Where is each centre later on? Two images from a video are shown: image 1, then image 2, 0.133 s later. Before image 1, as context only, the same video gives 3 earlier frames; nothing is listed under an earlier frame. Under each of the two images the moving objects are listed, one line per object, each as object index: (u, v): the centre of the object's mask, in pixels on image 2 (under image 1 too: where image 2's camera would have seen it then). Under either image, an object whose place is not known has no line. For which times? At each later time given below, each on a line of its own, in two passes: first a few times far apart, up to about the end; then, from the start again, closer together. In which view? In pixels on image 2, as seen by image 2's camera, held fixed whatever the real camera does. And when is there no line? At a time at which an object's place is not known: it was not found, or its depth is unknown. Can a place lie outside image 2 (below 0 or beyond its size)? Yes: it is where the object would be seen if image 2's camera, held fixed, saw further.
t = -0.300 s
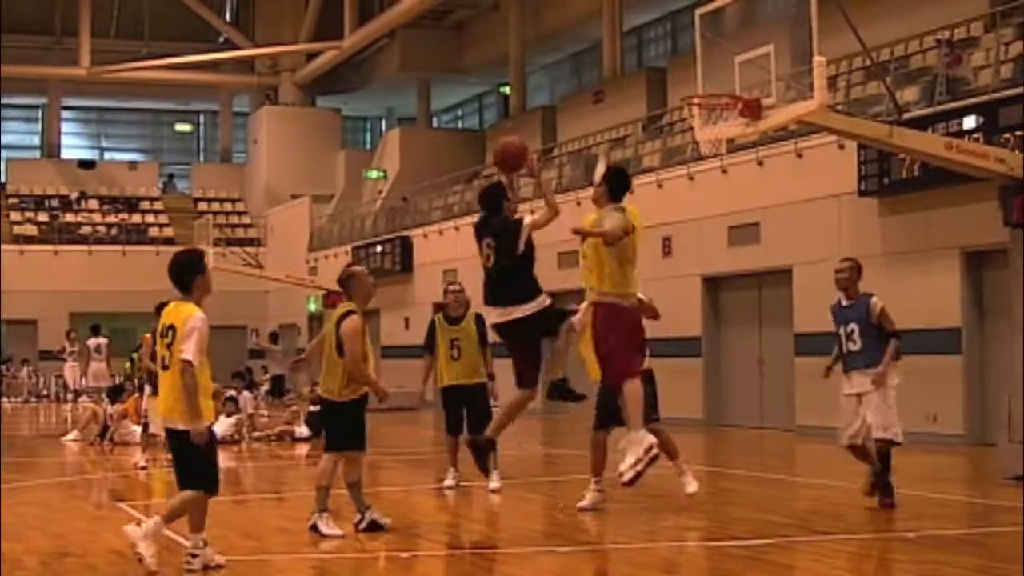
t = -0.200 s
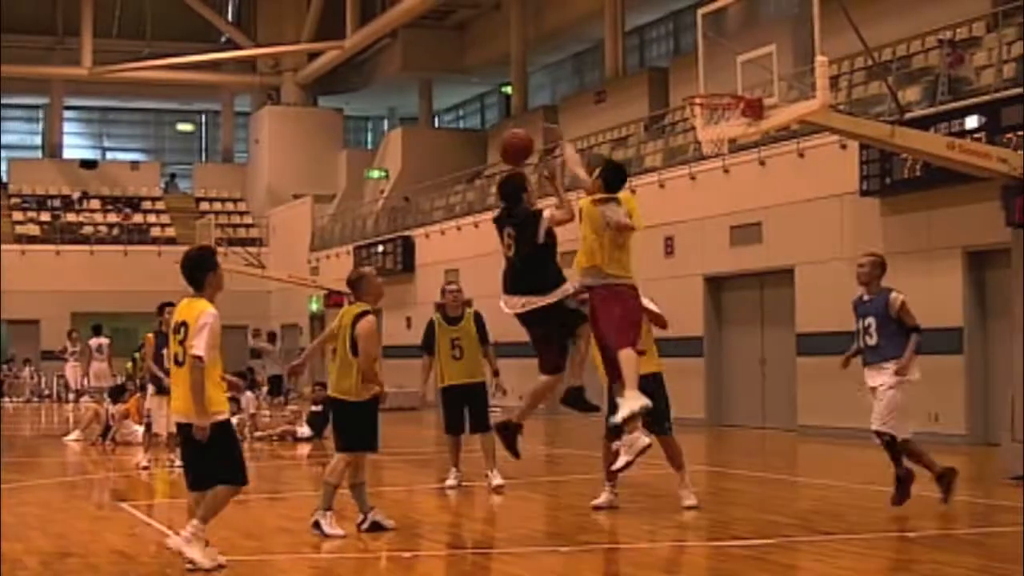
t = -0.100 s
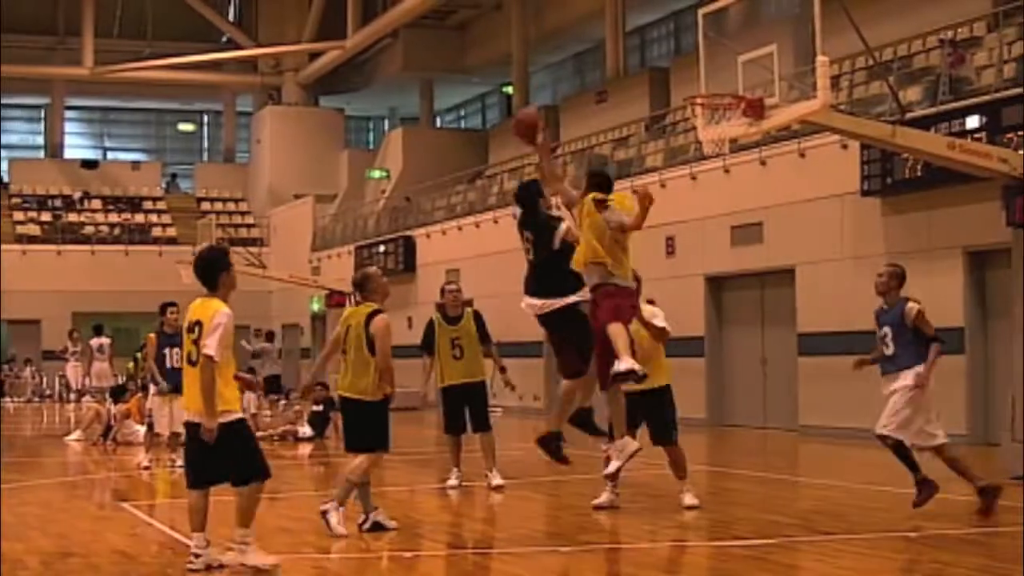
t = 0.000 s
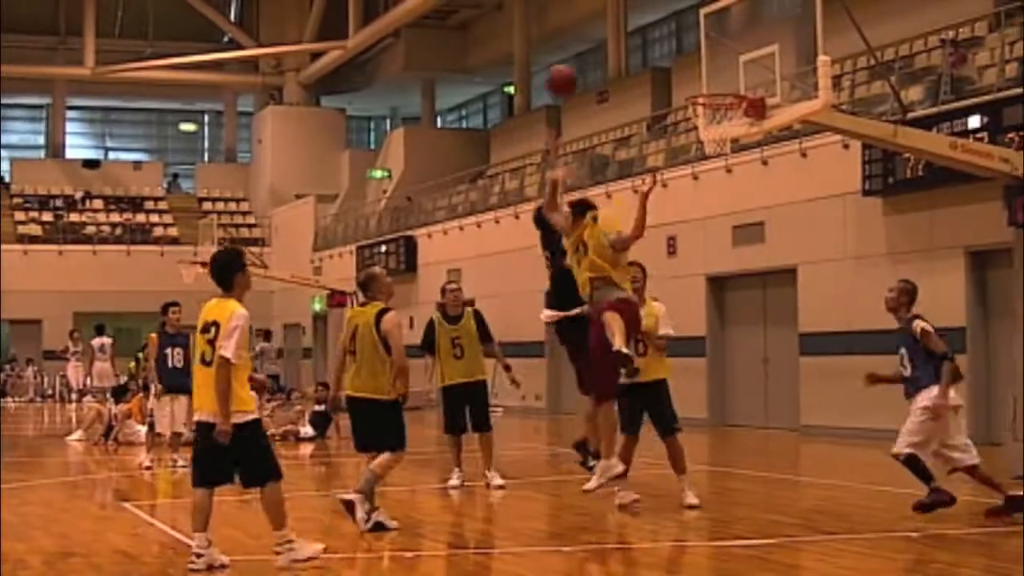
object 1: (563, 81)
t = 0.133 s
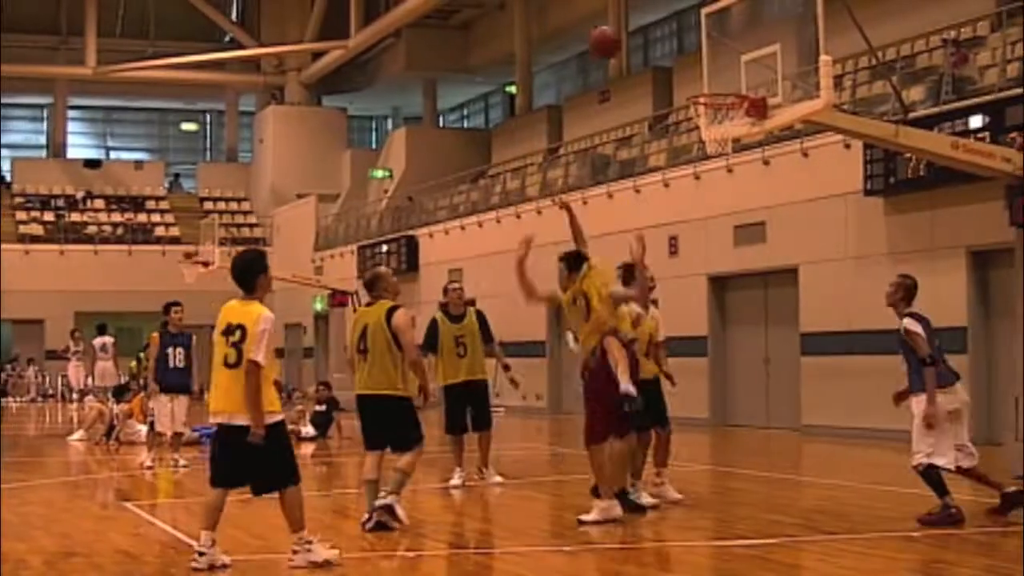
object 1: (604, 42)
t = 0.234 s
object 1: (636, 31)
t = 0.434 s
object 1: (695, 46)
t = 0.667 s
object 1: (727, 85)
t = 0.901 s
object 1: (671, 92)
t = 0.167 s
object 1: (615, 37)
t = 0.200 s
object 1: (625, 34)
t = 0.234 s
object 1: (636, 31)
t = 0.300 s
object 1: (657, 30)
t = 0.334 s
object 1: (666, 33)
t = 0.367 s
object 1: (675, 35)
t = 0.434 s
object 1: (695, 46)
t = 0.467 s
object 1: (704, 54)
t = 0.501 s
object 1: (713, 64)
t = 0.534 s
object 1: (723, 75)
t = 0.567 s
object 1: (731, 82)
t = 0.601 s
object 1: (731, 83)
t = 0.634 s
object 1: (730, 85)
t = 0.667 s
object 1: (727, 85)
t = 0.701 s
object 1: (719, 85)
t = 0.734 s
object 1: (710, 84)
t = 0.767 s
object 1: (702, 84)
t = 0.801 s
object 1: (693, 84)
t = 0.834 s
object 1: (685, 86)
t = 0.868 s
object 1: (679, 88)
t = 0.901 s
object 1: (671, 92)
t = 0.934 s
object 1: (663, 98)
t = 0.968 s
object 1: (655, 103)
